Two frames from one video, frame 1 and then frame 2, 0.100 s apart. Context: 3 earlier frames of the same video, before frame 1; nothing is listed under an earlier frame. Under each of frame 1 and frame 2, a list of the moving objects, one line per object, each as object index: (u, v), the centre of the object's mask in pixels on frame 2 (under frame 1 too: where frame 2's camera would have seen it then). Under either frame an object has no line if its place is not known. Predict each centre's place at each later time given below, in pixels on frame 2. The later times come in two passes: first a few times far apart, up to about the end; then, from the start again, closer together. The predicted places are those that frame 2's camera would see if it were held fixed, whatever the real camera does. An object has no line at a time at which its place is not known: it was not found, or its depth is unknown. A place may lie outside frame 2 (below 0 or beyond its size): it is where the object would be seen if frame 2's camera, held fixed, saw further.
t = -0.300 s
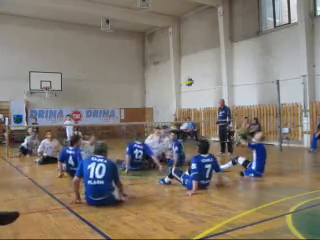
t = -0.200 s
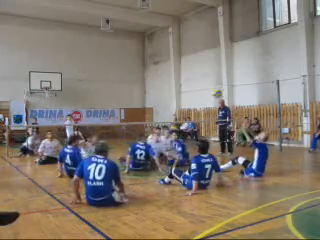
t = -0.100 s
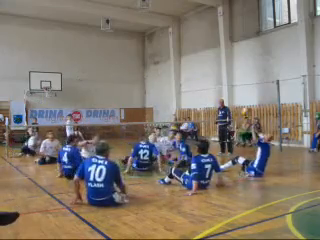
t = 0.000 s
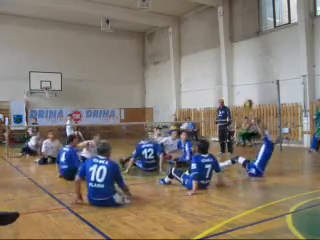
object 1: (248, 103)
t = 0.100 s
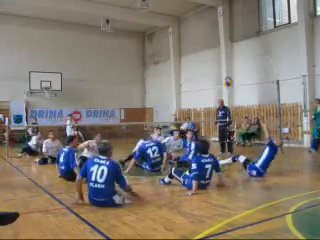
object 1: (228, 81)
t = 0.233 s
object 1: (201, 60)
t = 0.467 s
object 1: (157, 45)
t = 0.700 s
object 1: (119, 56)
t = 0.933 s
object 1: (84, 87)
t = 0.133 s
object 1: (221, 75)
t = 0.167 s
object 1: (215, 69)
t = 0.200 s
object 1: (208, 65)
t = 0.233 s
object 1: (201, 60)
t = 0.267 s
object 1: (195, 57)
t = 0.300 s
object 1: (188, 53)
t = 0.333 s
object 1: (181, 51)
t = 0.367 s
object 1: (176, 48)
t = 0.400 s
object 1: (170, 47)
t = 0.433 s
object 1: (164, 46)
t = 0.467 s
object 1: (157, 45)
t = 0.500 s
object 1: (152, 44)
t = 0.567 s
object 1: (140, 46)
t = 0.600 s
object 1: (136, 48)
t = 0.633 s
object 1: (129, 50)
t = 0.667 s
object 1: (124, 53)
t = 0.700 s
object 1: (119, 56)
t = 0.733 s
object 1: (114, 59)
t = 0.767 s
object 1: (109, 62)
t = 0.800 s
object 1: (103, 66)
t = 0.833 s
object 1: (98, 71)
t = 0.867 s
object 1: (94, 76)
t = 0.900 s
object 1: (88, 81)
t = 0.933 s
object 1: (84, 87)
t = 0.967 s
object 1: (79, 92)
